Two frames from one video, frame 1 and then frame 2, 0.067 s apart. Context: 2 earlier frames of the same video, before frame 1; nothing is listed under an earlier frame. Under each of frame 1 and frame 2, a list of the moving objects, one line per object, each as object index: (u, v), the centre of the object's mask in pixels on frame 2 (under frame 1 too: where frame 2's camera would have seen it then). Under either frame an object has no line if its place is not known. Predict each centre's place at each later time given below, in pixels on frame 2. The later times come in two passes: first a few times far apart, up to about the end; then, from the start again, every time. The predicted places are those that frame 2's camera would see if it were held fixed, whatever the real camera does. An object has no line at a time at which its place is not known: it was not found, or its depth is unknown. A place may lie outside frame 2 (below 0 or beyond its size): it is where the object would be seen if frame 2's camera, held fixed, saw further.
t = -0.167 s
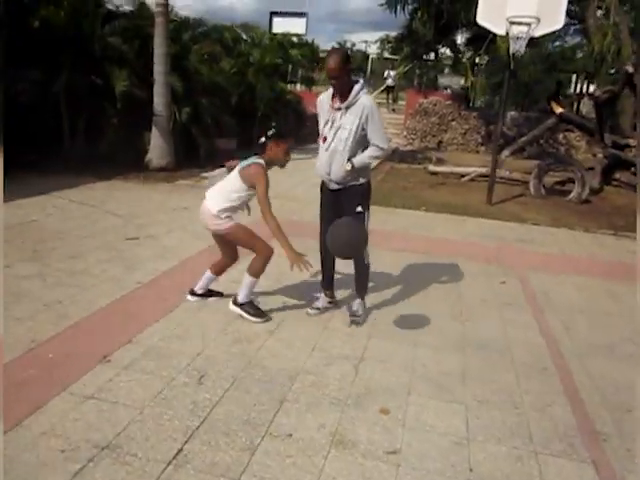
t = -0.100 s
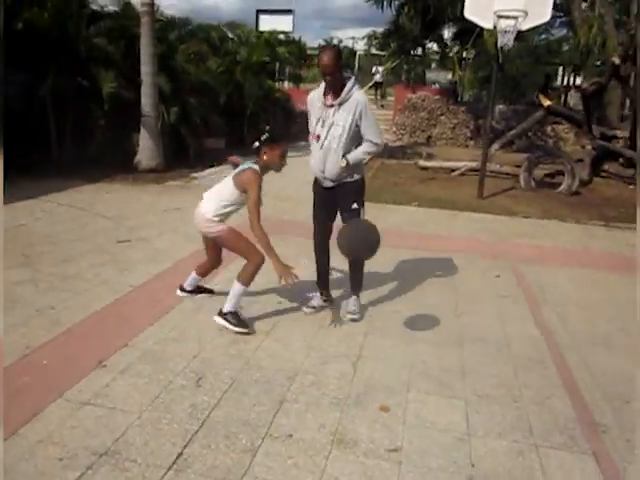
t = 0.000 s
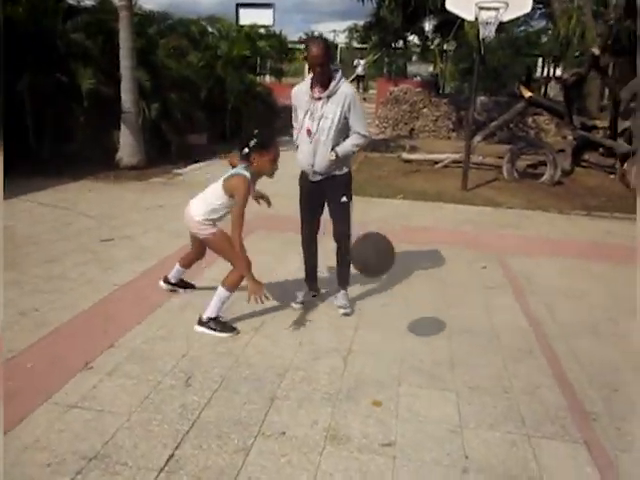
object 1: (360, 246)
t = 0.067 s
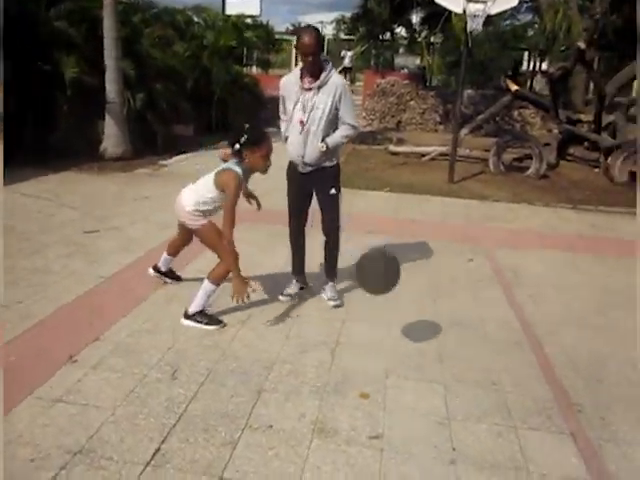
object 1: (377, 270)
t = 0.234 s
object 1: (416, 371)
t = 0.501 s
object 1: (519, 329)
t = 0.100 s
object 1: (386, 287)
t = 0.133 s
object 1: (394, 305)
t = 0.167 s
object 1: (402, 325)
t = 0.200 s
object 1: (409, 347)
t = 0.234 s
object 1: (416, 371)
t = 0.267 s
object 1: (427, 369)
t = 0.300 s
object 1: (439, 356)
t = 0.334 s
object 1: (452, 347)
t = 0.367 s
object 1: (465, 340)
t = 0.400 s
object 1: (479, 334)
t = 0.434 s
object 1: (492, 330)
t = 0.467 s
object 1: (505, 328)
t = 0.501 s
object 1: (519, 329)
